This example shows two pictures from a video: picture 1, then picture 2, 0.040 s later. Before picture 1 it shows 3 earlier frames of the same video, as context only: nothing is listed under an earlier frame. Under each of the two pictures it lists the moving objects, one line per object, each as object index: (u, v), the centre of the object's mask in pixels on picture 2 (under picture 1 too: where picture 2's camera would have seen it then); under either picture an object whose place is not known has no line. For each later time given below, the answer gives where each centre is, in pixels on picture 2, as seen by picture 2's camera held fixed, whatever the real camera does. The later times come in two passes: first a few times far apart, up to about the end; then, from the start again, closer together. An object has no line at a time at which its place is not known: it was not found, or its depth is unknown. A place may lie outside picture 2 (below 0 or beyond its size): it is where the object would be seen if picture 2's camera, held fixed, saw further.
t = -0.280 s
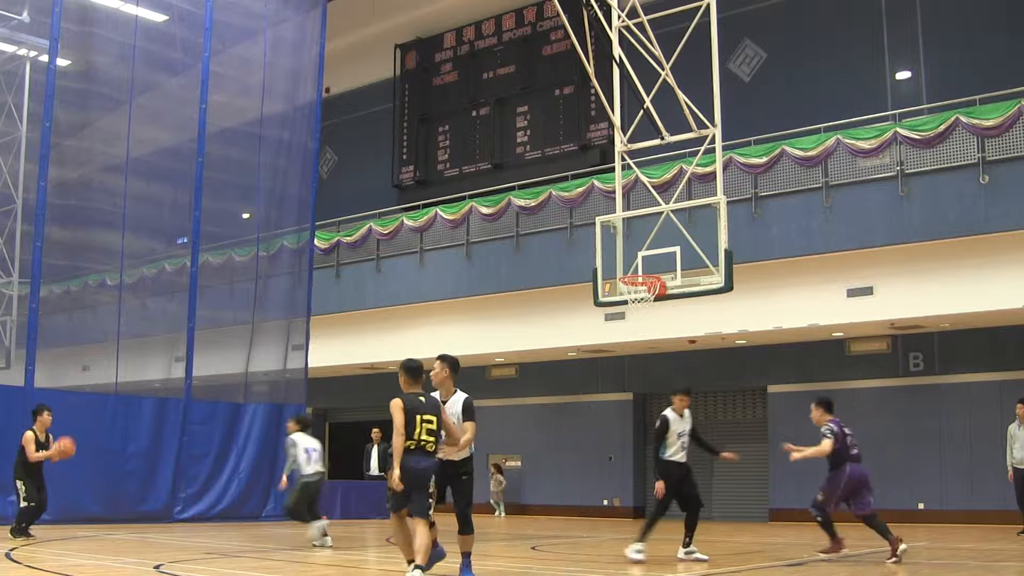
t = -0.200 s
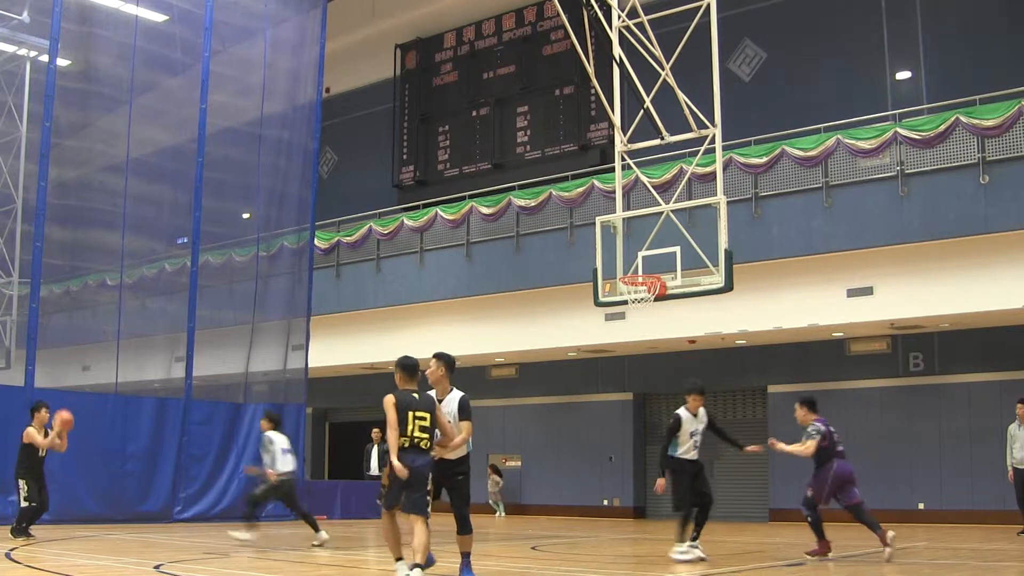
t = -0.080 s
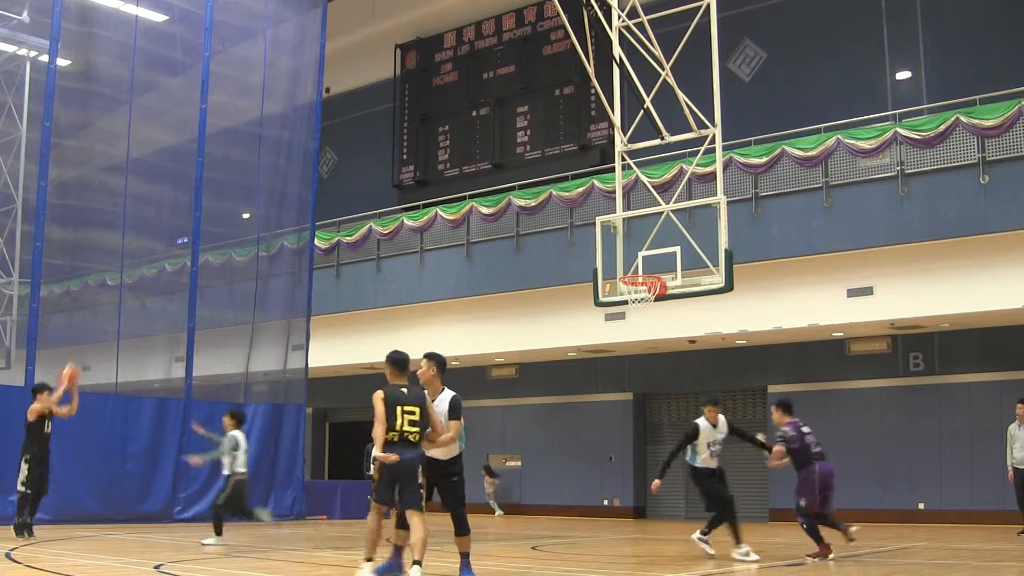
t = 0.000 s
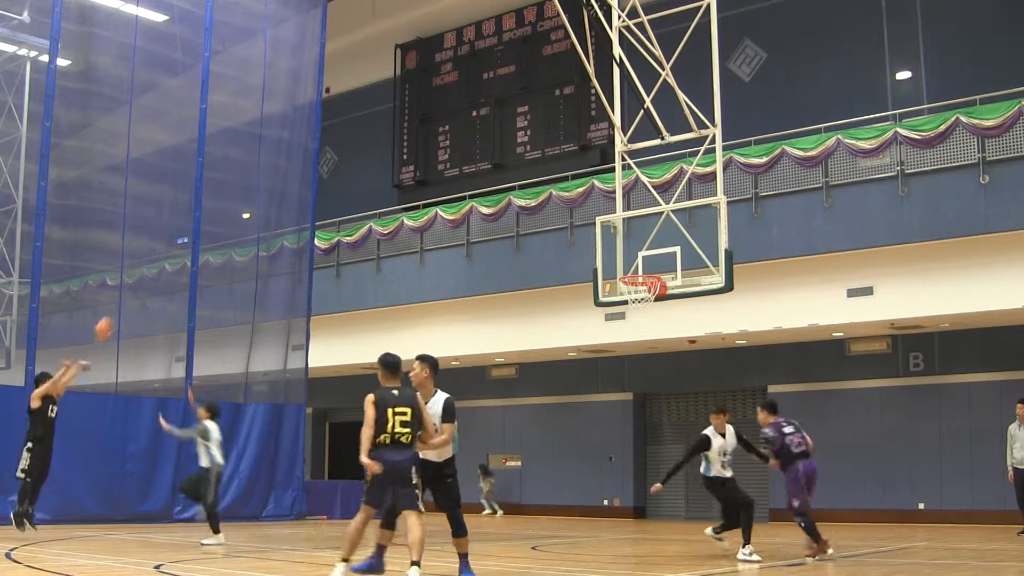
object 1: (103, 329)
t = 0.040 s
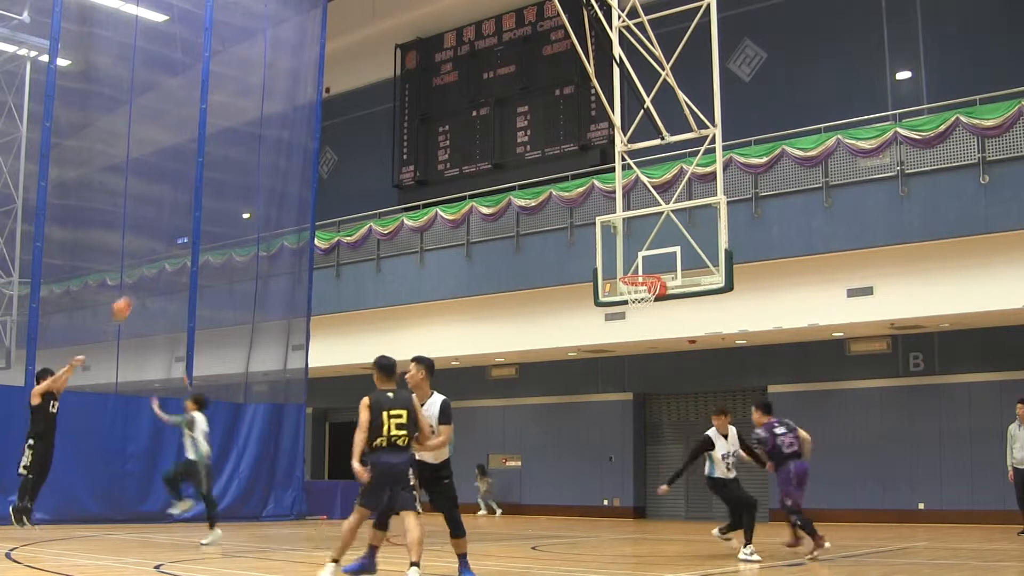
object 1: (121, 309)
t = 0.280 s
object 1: (230, 211)
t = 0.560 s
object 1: (351, 159)
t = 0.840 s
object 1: (466, 173)
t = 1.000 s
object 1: (530, 209)
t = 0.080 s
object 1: (140, 288)
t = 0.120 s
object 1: (157, 271)
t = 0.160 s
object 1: (176, 253)
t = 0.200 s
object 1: (194, 238)
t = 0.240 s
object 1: (213, 224)
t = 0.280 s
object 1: (230, 211)
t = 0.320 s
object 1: (248, 199)
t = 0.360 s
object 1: (265, 190)
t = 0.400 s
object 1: (282, 181)
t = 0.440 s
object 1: (298, 174)
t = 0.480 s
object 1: (317, 168)
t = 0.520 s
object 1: (334, 162)
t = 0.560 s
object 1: (351, 159)
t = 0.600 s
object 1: (367, 158)
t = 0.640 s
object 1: (383, 157)
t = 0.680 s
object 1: (399, 157)
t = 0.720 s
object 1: (416, 159)
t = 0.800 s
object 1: (449, 167)
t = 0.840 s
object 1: (466, 173)
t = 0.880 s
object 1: (482, 179)
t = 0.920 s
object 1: (498, 187)
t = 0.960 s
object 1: (513, 196)
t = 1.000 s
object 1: (530, 209)
